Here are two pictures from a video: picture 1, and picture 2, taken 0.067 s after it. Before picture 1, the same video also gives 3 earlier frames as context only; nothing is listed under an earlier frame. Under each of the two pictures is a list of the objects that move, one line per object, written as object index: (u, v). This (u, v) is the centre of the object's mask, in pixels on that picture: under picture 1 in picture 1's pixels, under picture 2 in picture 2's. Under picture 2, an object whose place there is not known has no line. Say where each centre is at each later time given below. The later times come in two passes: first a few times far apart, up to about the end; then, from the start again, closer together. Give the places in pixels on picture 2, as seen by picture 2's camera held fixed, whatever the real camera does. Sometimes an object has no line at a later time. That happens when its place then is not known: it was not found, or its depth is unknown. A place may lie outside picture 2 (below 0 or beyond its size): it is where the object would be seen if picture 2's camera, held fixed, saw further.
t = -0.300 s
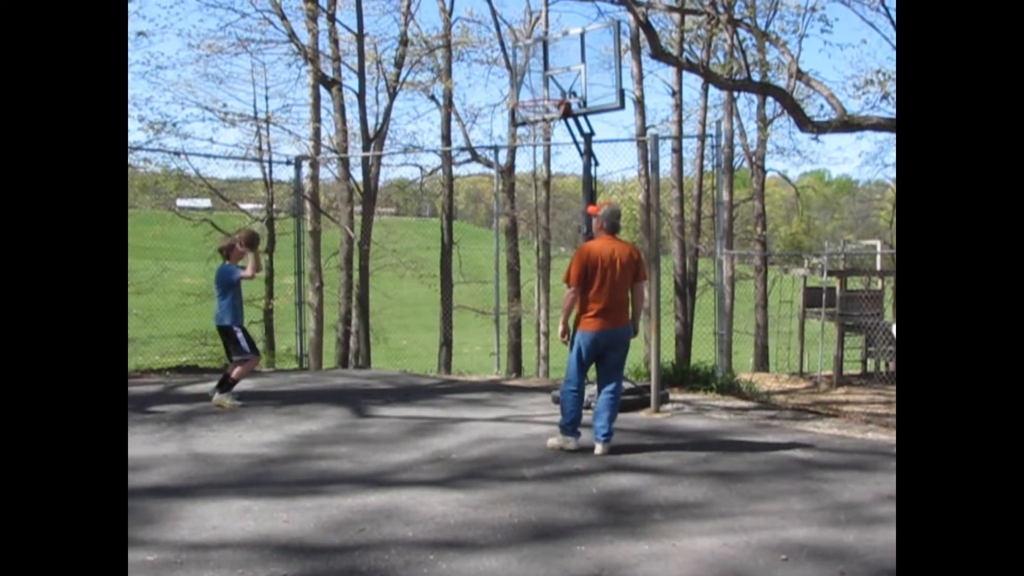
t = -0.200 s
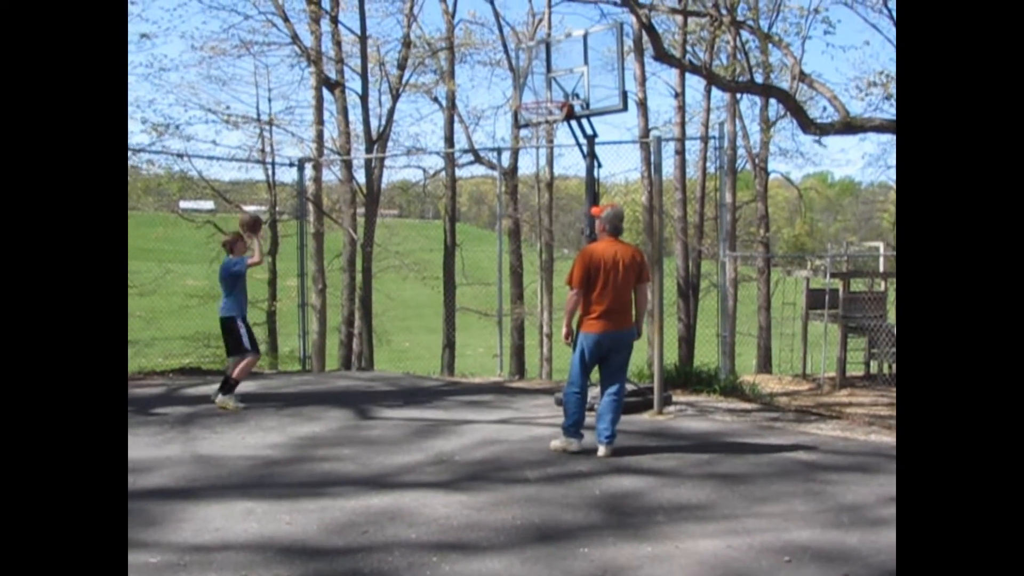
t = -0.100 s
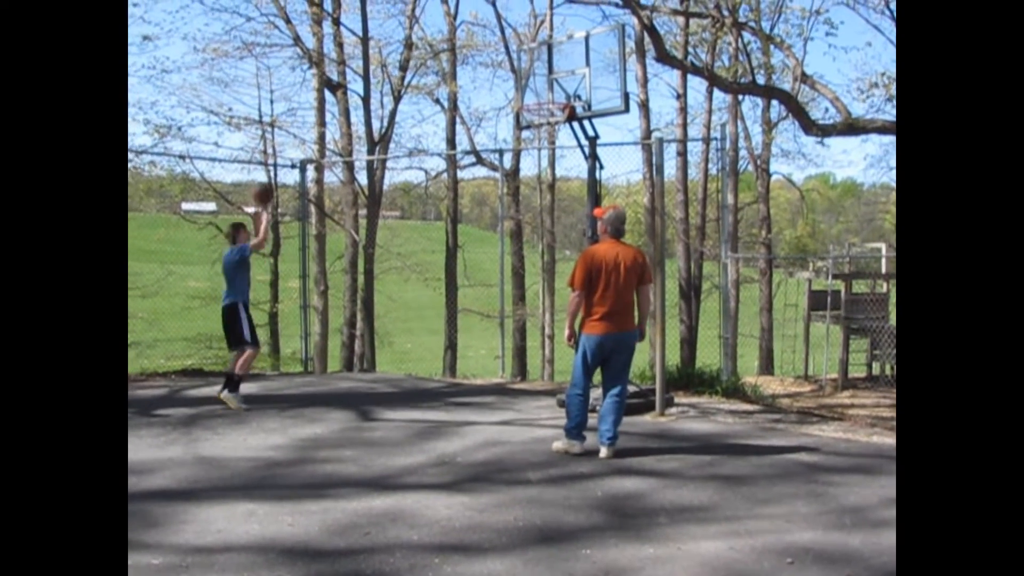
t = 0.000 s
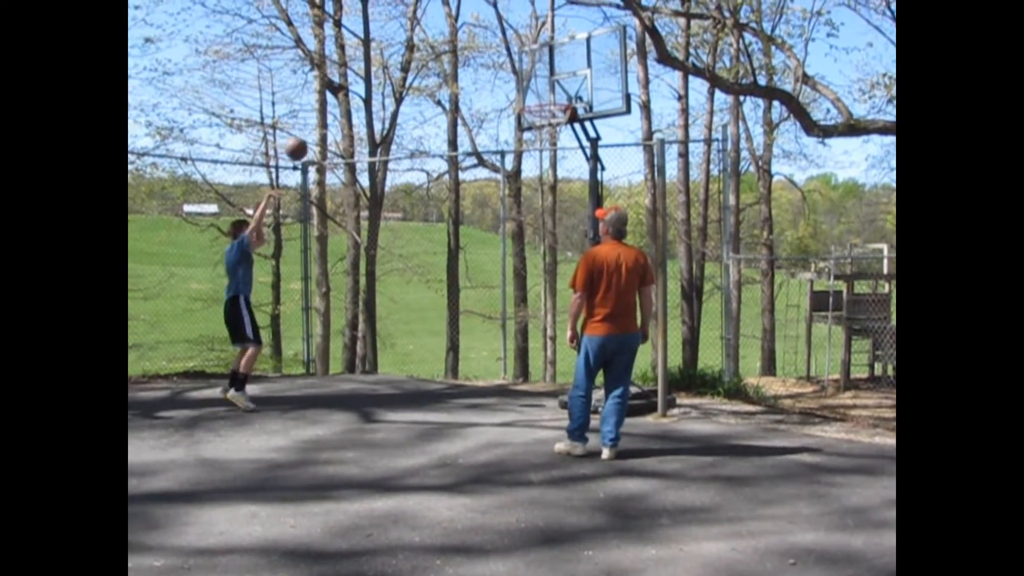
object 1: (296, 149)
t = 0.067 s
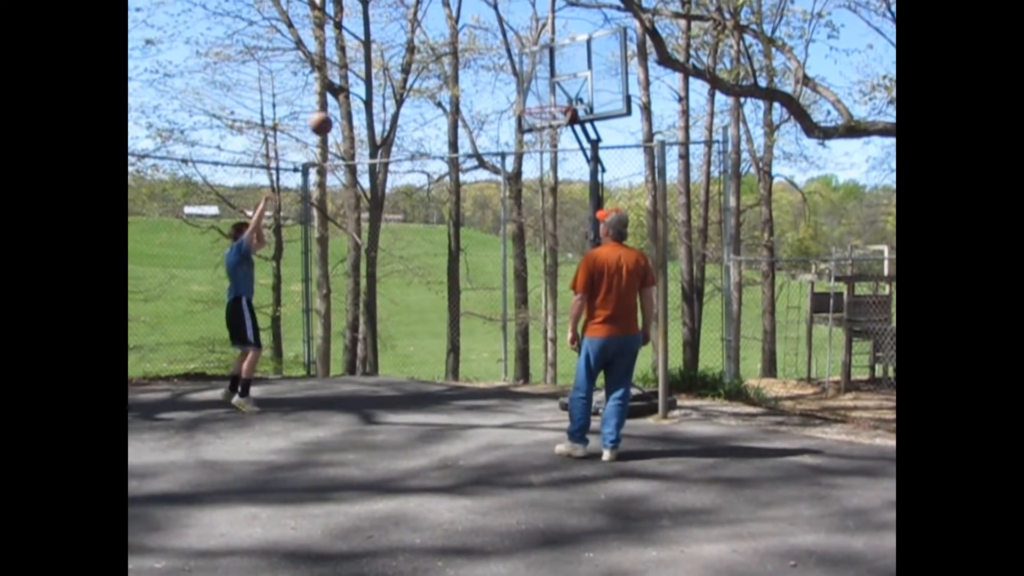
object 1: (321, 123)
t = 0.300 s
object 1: (405, 66)
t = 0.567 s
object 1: (499, 68)
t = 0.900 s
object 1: (531, 131)
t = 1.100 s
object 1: (543, 167)
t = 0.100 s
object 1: (332, 112)
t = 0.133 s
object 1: (344, 101)
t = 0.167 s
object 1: (356, 92)
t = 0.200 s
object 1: (369, 83)
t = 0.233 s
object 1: (380, 76)
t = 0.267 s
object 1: (392, 71)
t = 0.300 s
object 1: (405, 66)
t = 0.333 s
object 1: (415, 63)
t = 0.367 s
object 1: (429, 59)
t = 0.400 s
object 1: (440, 58)
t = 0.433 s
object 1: (451, 58)
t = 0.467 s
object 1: (463, 58)
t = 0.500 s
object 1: (475, 60)
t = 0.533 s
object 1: (488, 63)
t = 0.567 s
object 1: (499, 68)
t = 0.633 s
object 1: (524, 80)
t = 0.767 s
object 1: (550, 109)
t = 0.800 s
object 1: (539, 116)
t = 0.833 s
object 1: (530, 121)
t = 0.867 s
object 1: (531, 126)
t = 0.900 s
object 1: (531, 131)
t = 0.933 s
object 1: (531, 135)
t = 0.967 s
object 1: (533, 138)
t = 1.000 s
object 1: (536, 144)
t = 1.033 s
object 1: (538, 151)
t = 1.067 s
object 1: (540, 159)
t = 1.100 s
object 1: (543, 167)
